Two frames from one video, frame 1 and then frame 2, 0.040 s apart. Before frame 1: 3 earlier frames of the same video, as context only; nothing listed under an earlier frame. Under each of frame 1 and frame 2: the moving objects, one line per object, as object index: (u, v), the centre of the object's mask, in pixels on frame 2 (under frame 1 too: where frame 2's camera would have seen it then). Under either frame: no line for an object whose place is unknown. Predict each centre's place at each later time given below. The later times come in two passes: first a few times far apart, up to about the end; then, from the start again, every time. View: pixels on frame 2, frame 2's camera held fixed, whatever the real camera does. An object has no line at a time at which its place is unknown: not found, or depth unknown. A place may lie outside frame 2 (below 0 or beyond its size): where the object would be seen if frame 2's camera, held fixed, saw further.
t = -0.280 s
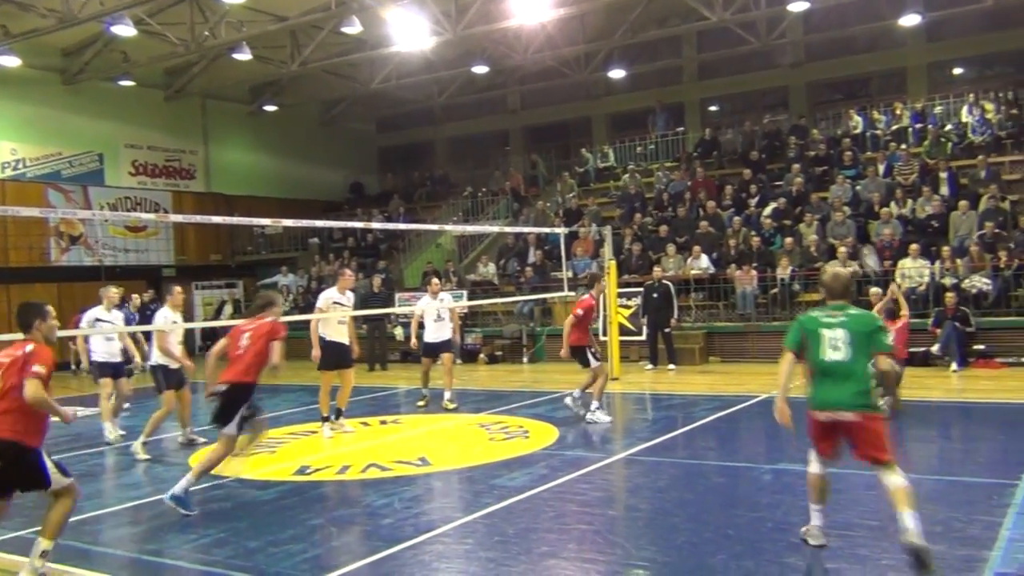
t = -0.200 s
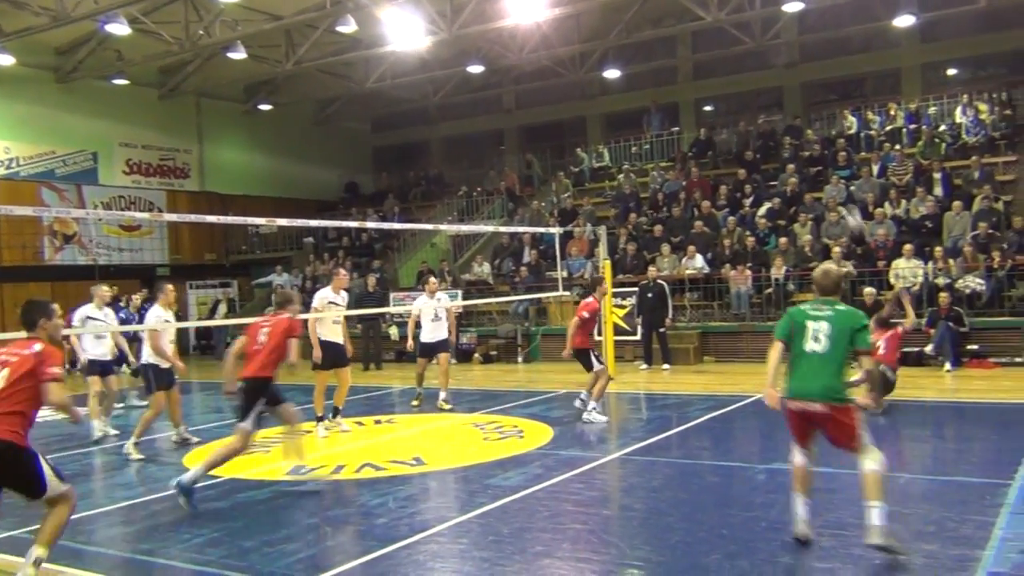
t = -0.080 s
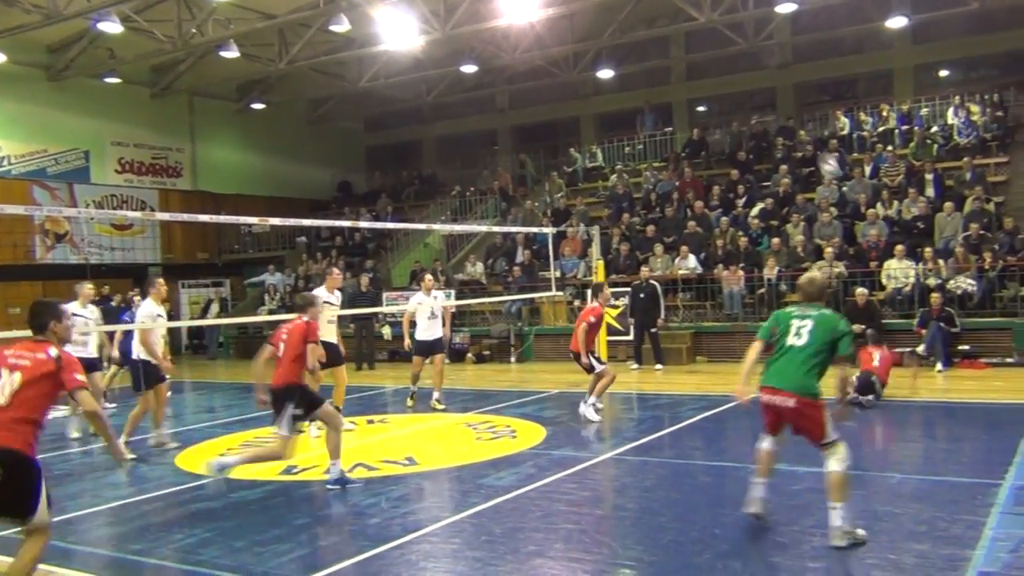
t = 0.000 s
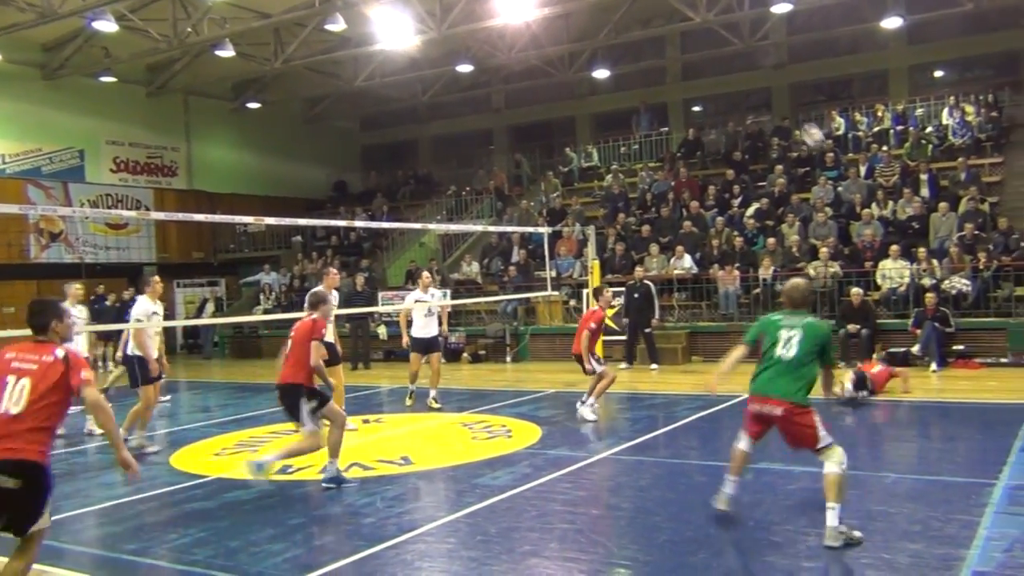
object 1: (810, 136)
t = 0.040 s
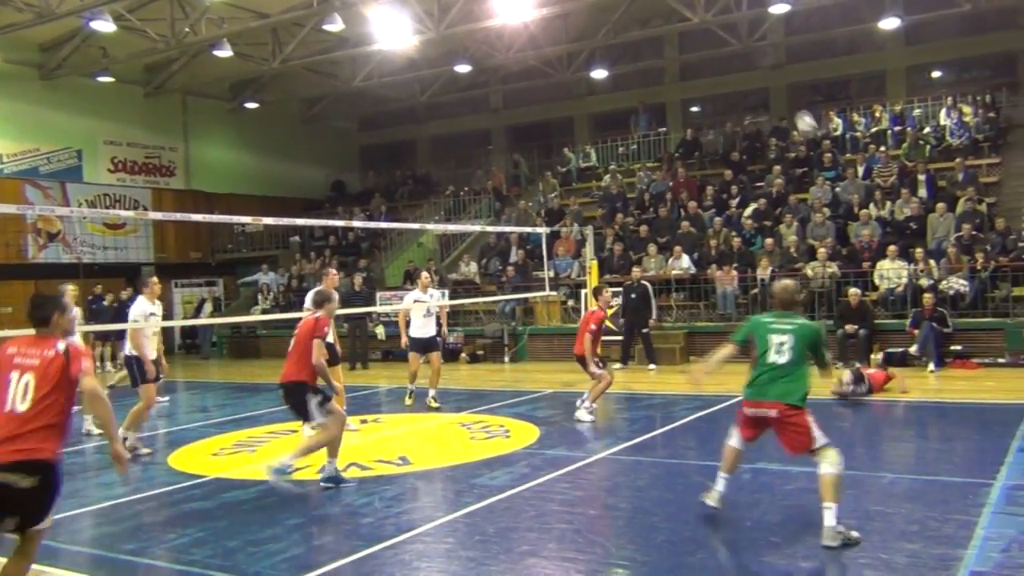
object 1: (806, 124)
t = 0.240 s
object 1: (778, 77)
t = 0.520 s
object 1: (740, 66)
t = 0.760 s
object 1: (706, 116)
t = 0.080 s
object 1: (800, 112)
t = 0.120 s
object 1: (794, 101)
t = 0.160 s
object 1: (788, 91)
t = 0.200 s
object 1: (783, 83)
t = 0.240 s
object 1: (778, 77)
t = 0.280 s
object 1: (772, 70)
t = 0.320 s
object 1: (766, 66)
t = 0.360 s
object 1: (761, 64)
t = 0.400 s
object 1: (756, 62)
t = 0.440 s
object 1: (750, 62)
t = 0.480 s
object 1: (745, 64)
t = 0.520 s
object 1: (740, 66)
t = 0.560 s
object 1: (733, 70)
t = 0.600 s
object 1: (728, 76)
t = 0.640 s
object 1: (723, 84)
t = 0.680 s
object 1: (717, 94)
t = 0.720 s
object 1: (712, 104)
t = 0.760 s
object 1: (706, 116)
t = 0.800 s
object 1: (702, 131)
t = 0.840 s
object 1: (697, 147)
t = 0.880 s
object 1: (691, 164)
